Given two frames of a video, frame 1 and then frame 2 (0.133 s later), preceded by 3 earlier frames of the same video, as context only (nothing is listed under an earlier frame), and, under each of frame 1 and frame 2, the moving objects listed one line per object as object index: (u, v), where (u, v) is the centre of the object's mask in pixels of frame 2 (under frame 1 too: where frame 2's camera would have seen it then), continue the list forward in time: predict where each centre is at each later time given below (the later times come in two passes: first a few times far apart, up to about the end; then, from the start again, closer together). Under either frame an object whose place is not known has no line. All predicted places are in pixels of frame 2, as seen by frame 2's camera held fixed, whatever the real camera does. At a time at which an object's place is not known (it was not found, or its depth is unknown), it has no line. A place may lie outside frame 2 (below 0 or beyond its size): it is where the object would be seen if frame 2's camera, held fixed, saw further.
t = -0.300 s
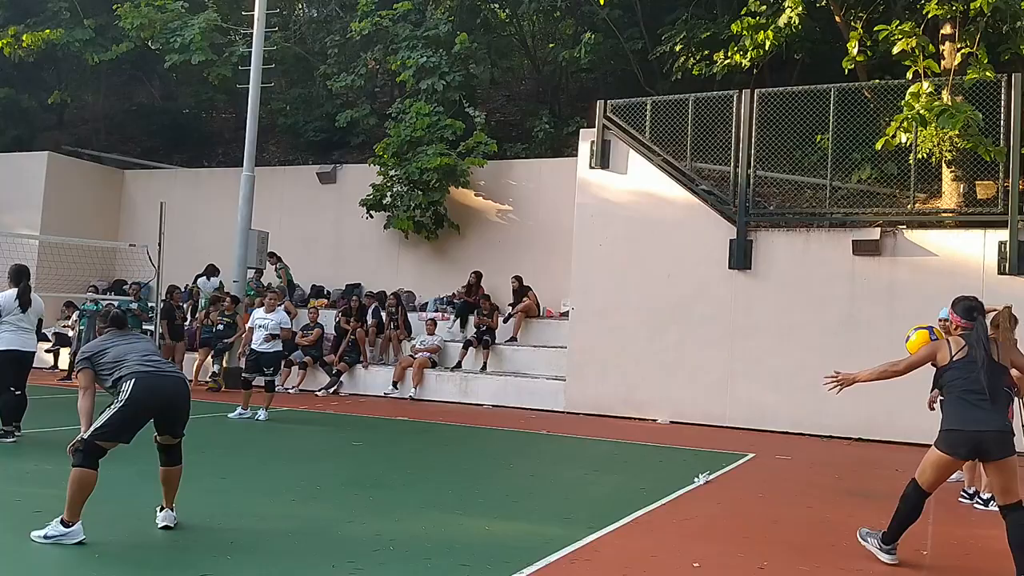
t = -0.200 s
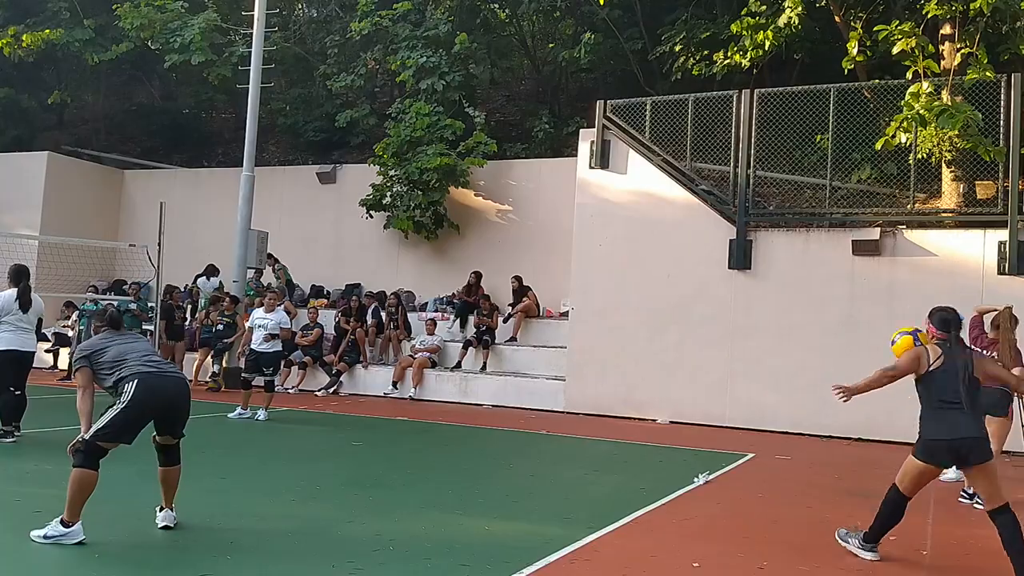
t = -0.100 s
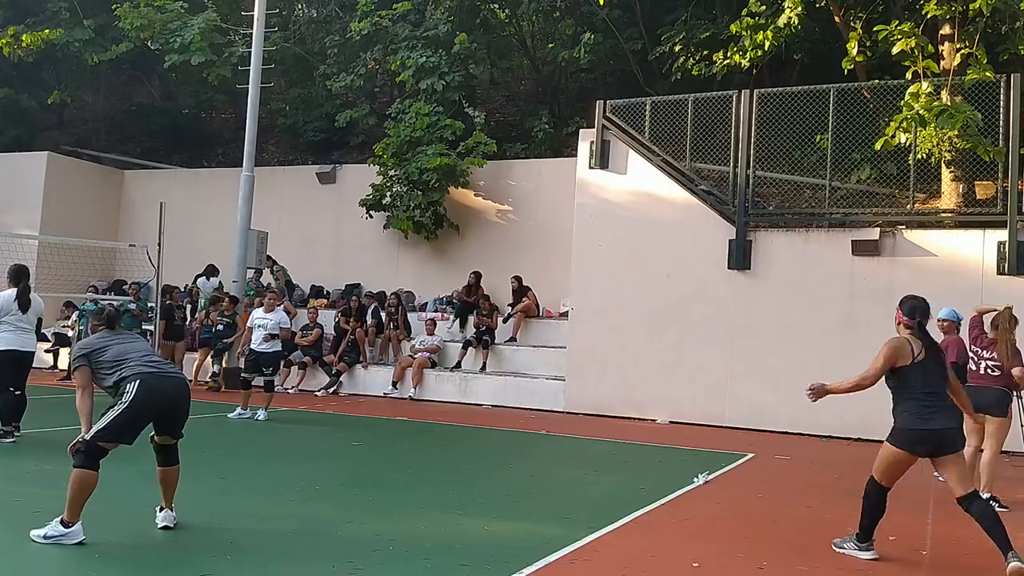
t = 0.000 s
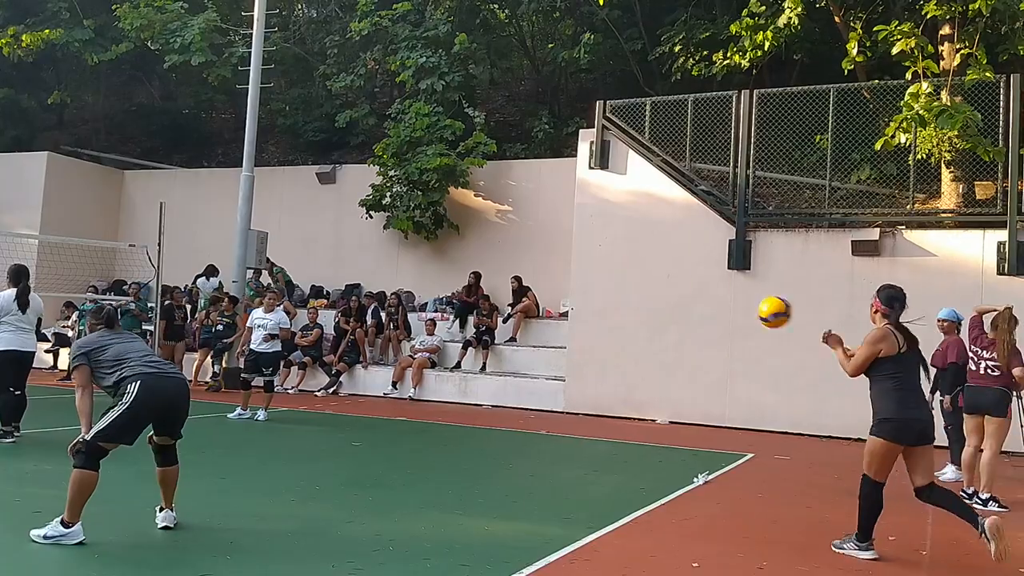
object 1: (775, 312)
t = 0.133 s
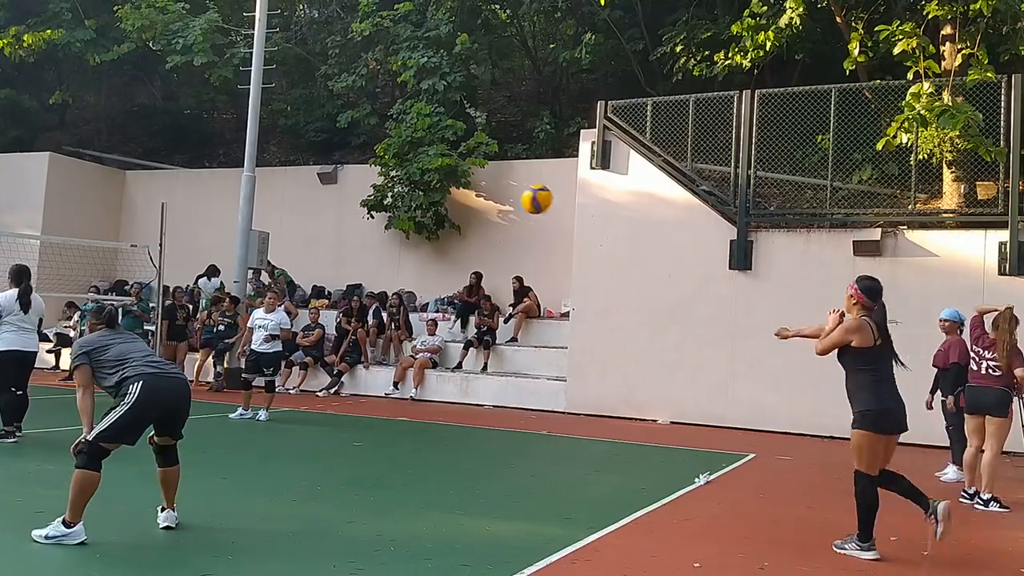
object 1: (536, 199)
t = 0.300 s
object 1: (284, 111)
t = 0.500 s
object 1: (27, 63)
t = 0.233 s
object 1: (379, 139)
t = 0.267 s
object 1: (331, 124)
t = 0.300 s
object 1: (284, 111)
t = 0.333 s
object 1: (236, 99)
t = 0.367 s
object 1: (193, 89)
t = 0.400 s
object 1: (149, 80)
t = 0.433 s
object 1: (107, 73)
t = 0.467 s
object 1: (66, 67)
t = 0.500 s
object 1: (27, 63)
